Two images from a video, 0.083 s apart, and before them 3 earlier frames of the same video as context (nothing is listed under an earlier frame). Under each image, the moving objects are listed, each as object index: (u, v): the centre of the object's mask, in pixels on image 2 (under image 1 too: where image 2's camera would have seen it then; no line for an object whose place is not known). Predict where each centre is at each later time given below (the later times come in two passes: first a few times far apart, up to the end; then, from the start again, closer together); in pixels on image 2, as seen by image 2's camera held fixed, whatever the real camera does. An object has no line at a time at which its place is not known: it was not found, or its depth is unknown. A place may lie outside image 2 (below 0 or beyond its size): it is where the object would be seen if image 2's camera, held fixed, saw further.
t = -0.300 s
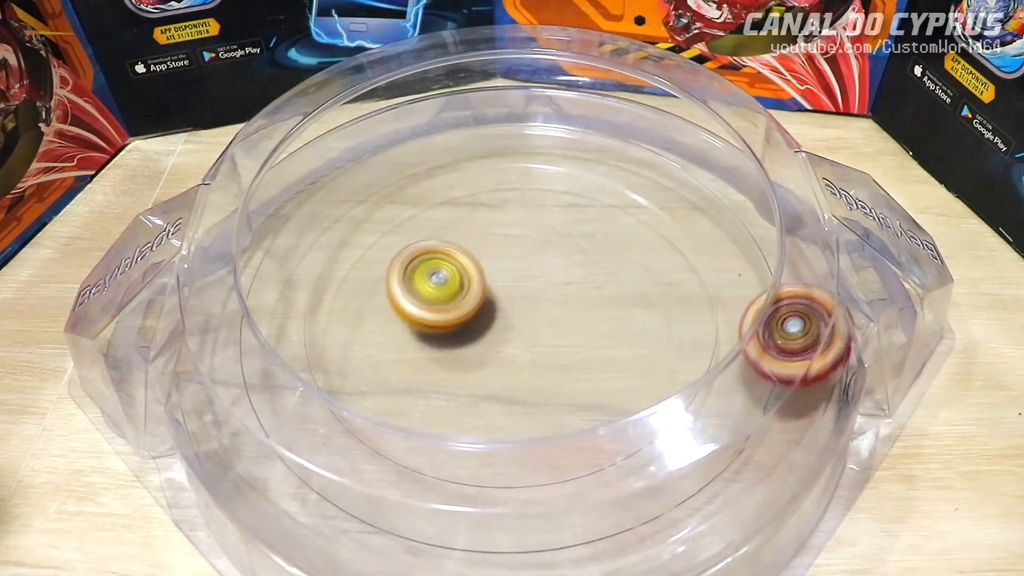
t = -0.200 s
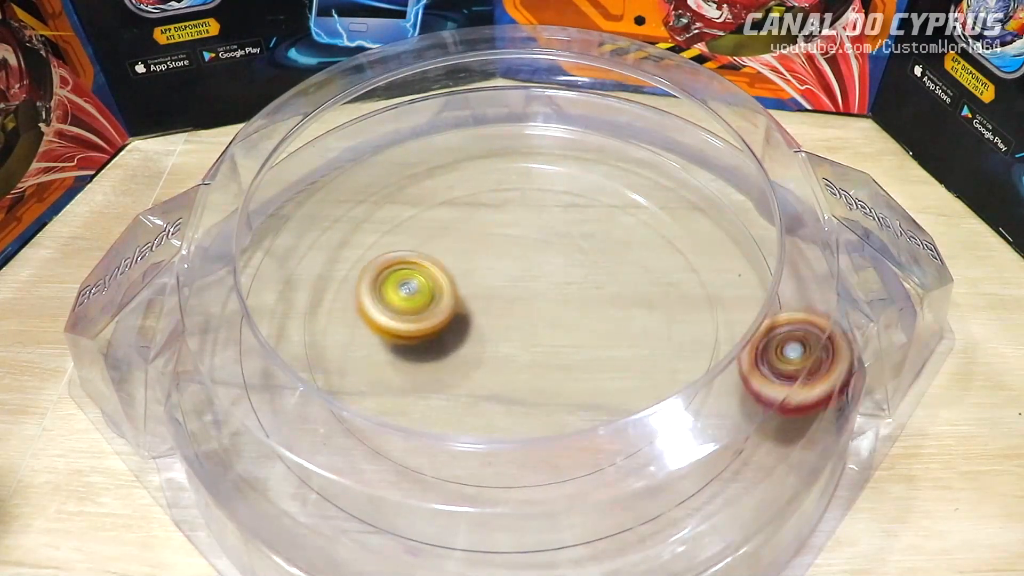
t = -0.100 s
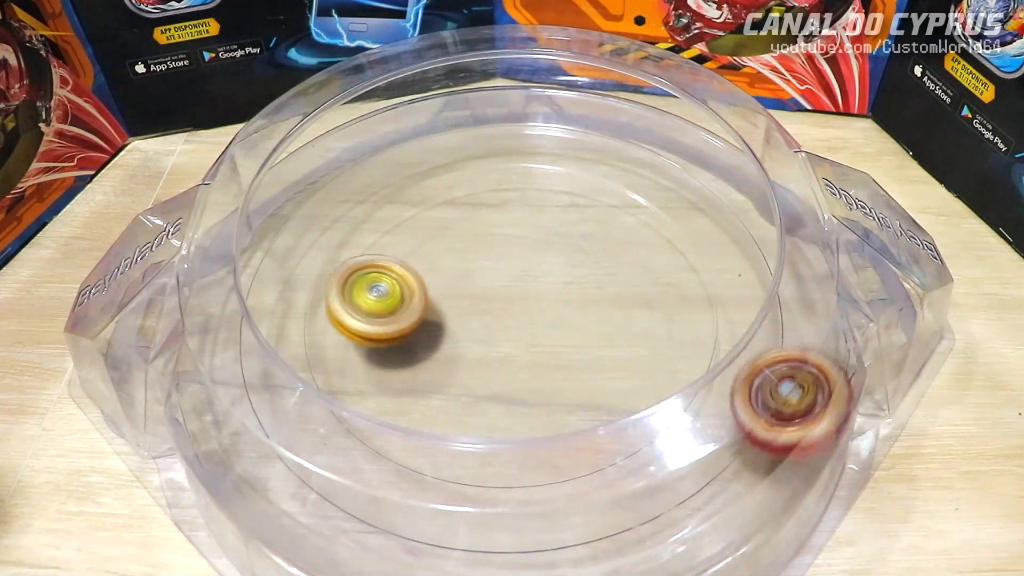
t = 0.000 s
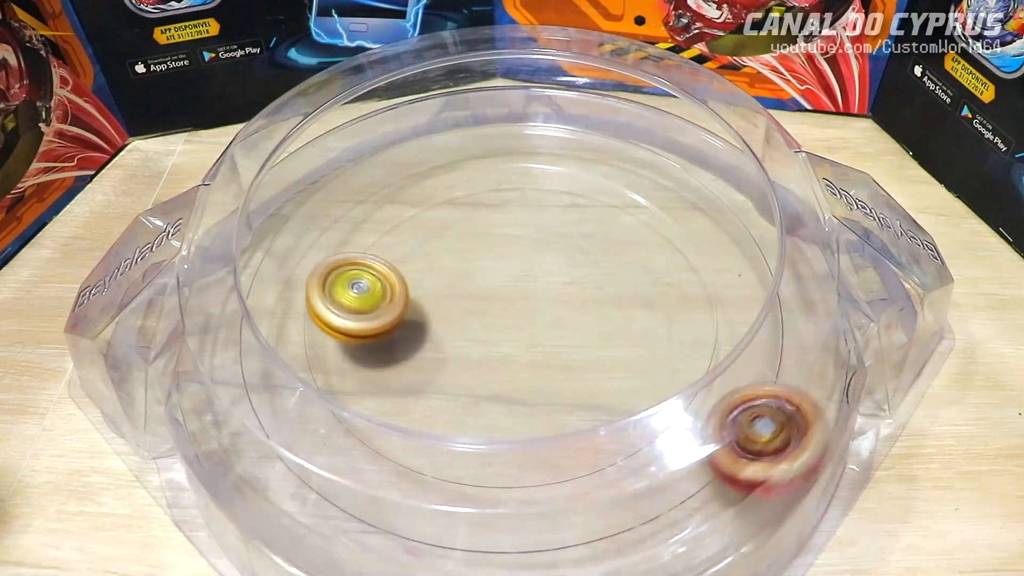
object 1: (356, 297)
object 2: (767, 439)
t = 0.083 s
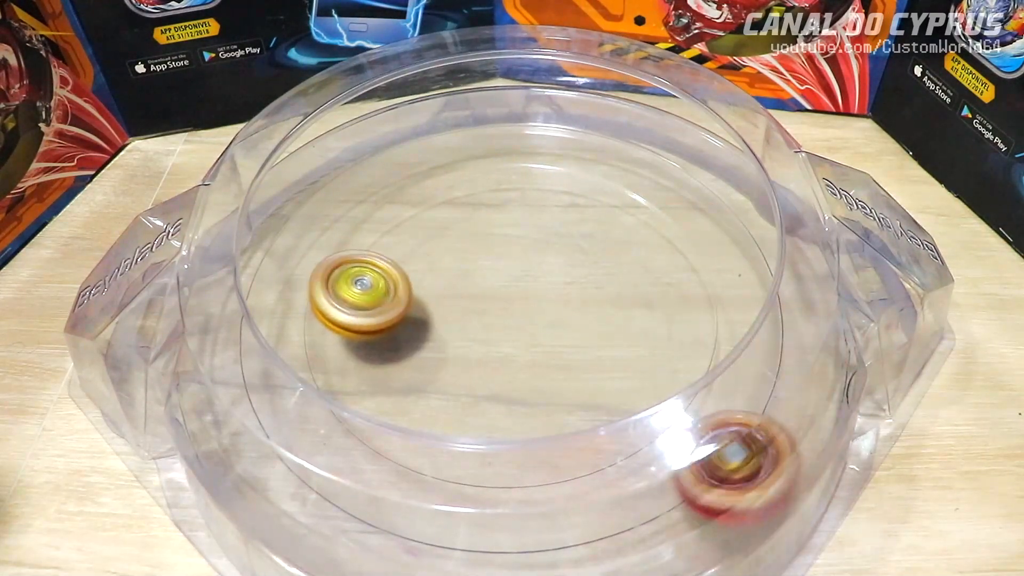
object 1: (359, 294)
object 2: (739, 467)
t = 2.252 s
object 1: (566, 282)
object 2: (467, 302)
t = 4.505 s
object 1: (468, 297)
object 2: (575, 299)
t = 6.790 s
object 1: (459, 315)
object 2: (547, 272)
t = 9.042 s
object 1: (452, 325)
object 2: (546, 292)
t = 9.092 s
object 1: (447, 322)
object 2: (546, 292)
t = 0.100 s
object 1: (362, 294)
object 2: (733, 473)
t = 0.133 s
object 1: (369, 295)
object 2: (718, 484)
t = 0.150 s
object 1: (374, 296)
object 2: (710, 490)
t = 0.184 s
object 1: (384, 297)
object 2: (694, 500)
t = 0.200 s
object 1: (390, 298)
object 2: (686, 506)
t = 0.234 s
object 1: (403, 302)
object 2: (668, 514)
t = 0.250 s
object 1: (409, 304)
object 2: (659, 515)
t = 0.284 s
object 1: (423, 308)
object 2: (641, 521)
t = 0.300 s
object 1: (431, 311)
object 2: (632, 524)
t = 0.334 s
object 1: (445, 316)
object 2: (613, 528)
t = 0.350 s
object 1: (453, 320)
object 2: (605, 529)
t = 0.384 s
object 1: (467, 327)
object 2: (584, 532)
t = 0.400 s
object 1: (473, 330)
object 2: (574, 534)
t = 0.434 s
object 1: (485, 336)
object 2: (555, 535)
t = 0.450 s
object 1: (492, 340)
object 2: (543, 535)
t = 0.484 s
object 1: (502, 346)
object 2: (524, 536)
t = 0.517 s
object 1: (511, 351)
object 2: (501, 536)
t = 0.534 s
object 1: (514, 353)
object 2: (491, 536)
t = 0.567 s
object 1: (519, 355)
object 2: (472, 536)
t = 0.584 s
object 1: (521, 356)
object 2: (460, 535)
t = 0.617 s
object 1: (525, 358)
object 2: (440, 533)
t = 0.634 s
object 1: (526, 358)
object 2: (430, 532)
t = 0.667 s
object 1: (527, 359)
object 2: (409, 530)
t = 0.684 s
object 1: (528, 358)
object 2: (399, 528)
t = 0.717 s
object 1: (528, 358)
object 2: (379, 524)
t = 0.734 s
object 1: (528, 357)
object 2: (371, 521)
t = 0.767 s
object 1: (527, 356)
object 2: (353, 512)
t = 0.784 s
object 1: (526, 355)
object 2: (345, 510)
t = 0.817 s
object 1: (524, 352)
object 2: (329, 499)
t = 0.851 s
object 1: (523, 350)
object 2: (314, 491)
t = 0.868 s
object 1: (523, 348)
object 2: (306, 486)
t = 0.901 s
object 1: (522, 345)
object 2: (292, 476)
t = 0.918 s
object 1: (522, 343)
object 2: (287, 471)
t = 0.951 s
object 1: (523, 339)
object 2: (275, 459)
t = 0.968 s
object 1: (523, 337)
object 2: (269, 454)
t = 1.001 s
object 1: (525, 333)
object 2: (258, 444)
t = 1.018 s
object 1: (527, 330)
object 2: (253, 437)
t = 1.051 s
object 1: (531, 325)
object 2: (244, 426)
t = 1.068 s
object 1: (534, 323)
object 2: (241, 421)
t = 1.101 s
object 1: (540, 318)
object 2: (233, 409)
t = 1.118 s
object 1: (543, 316)
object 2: (231, 402)
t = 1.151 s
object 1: (550, 311)
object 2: (231, 391)
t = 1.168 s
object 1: (554, 309)
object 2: (231, 383)
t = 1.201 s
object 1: (560, 306)
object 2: (230, 370)
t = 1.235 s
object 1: (567, 304)
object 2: (230, 358)
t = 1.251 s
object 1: (569, 303)
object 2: (230, 352)
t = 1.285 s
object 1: (574, 302)
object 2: (230, 340)
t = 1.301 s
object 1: (576, 302)
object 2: (231, 334)
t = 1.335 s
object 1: (578, 303)
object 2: (233, 321)
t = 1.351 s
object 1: (578, 304)
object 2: (234, 315)
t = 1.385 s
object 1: (579, 306)
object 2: (234, 303)
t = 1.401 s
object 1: (579, 307)
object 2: (236, 298)
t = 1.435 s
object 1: (580, 309)
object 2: (240, 290)
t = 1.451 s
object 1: (580, 311)
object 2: (245, 287)
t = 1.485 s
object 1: (579, 314)
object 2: (256, 285)
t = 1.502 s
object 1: (577, 315)
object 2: (262, 283)
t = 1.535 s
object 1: (574, 315)
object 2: (272, 276)
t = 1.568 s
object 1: (570, 314)
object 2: (281, 270)
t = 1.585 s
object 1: (569, 314)
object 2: (286, 264)
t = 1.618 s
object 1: (564, 311)
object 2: (293, 255)
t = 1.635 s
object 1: (562, 309)
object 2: (298, 250)
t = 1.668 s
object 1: (559, 306)
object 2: (307, 241)
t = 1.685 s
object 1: (556, 303)
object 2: (311, 237)
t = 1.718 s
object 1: (554, 299)
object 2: (321, 229)
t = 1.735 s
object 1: (551, 296)
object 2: (326, 225)
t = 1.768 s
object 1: (550, 289)
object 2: (336, 217)
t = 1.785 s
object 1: (549, 285)
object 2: (341, 214)
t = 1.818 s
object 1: (549, 278)
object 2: (352, 213)
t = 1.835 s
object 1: (550, 274)
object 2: (357, 215)
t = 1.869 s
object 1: (553, 268)
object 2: (369, 219)
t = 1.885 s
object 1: (555, 265)
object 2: (374, 221)
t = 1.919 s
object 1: (558, 262)
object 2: (387, 226)
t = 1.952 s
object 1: (561, 262)
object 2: (399, 232)
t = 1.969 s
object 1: (562, 262)
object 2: (405, 236)
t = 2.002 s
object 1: (563, 263)
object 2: (418, 242)
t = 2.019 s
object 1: (563, 264)
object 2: (425, 245)
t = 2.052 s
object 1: (563, 267)
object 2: (438, 252)
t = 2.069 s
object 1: (562, 268)
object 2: (446, 256)
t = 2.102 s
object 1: (559, 271)
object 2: (458, 263)
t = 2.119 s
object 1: (562, 271)
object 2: (459, 267)
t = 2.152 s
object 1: (564, 272)
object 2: (462, 276)
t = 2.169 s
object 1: (566, 274)
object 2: (461, 281)
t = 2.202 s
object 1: (568, 277)
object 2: (460, 290)
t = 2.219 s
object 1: (568, 278)
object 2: (461, 294)
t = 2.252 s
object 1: (566, 282)
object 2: (467, 302)
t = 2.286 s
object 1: (565, 285)
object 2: (465, 312)
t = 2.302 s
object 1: (563, 286)
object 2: (465, 317)
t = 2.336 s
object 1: (558, 288)
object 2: (467, 327)
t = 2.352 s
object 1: (557, 286)
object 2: (469, 333)
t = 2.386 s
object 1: (554, 284)
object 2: (475, 344)
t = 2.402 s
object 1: (552, 283)
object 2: (477, 347)
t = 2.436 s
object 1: (549, 281)
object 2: (489, 354)
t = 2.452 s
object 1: (547, 280)
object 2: (495, 355)
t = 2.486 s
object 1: (543, 278)
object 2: (509, 359)
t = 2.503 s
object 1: (541, 277)
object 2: (517, 360)
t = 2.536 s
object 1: (535, 275)
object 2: (530, 361)
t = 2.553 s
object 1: (533, 274)
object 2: (537, 360)
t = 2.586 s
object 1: (528, 273)
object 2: (549, 358)
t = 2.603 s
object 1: (526, 272)
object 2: (555, 356)
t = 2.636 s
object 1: (522, 270)
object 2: (564, 352)
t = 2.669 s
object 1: (519, 268)
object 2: (573, 347)
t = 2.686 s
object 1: (518, 268)
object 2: (576, 344)
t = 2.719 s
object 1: (516, 266)
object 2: (581, 340)
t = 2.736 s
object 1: (515, 266)
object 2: (583, 337)
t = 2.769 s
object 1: (513, 265)
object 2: (586, 331)
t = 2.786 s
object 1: (513, 264)
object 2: (587, 328)
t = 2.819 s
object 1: (511, 264)
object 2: (588, 323)
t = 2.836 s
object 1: (511, 264)
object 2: (588, 320)
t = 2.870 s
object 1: (509, 264)
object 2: (587, 315)
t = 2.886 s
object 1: (507, 265)
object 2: (587, 313)
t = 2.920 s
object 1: (502, 263)
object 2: (588, 309)
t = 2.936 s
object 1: (500, 263)
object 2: (588, 307)
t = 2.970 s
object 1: (497, 263)
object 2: (586, 303)
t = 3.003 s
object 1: (493, 263)
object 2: (584, 300)
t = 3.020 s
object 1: (491, 263)
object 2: (583, 297)
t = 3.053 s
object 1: (487, 263)
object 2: (581, 294)
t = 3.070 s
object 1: (485, 262)
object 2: (580, 292)
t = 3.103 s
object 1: (482, 263)
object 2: (577, 290)
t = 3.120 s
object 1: (479, 263)
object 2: (575, 290)
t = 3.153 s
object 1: (474, 262)
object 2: (574, 289)
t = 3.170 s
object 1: (471, 261)
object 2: (573, 289)
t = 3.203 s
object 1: (468, 261)
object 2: (570, 288)
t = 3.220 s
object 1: (467, 261)
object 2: (568, 287)
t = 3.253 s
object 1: (466, 260)
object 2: (564, 287)
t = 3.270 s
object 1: (465, 261)
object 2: (561, 287)
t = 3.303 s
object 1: (462, 261)
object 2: (558, 288)
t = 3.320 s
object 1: (461, 262)
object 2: (557, 289)
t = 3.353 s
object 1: (457, 262)
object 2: (553, 291)
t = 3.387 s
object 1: (452, 263)
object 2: (549, 293)
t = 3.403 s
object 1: (450, 263)
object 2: (547, 295)
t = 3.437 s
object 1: (447, 266)
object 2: (543, 297)
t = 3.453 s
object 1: (445, 266)
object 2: (541, 299)
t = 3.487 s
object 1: (442, 268)
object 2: (537, 302)
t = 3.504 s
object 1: (441, 269)
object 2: (535, 304)
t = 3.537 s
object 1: (439, 271)
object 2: (532, 307)
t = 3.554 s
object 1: (438, 272)
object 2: (531, 310)
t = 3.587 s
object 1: (434, 273)
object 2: (531, 314)
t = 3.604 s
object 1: (432, 274)
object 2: (531, 316)
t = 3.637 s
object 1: (431, 275)
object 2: (529, 320)
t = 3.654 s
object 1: (430, 276)
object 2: (528, 321)
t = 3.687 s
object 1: (430, 277)
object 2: (527, 324)
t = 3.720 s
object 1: (430, 280)
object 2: (526, 327)
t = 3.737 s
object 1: (430, 281)
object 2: (526, 329)
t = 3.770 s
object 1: (432, 284)
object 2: (525, 331)
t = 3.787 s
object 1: (433, 286)
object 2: (525, 332)
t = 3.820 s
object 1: (435, 290)
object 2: (525, 333)
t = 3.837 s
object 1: (435, 290)
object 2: (526, 335)
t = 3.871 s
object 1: (434, 292)
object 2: (528, 336)
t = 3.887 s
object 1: (435, 293)
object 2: (528, 337)
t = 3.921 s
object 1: (437, 294)
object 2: (529, 338)
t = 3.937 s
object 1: (438, 295)
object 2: (529, 338)
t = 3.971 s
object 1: (439, 296)
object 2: (531, 339)
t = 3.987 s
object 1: (440, 297)
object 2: (531, 340)
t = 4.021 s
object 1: (441, 298)
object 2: (534, 340)
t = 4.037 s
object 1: (442, 298)
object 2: (534, 339)
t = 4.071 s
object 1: (443, 299)
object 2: (538, 338)
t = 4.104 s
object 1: (446, 300)
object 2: (540, 337)
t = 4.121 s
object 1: (446, 300)
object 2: (542, 336)
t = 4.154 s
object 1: (447, 301)
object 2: (545, 334)
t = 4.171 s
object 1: (446, 300)
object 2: (549, 334)
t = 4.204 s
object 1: (446, 299)
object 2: (553, 332)
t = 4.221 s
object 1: (447, 299)
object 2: (554, 330)
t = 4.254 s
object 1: (451, 298)
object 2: (555, 327)
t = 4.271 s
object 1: (452, 298)
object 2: (556, 325)
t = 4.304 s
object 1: (457, 299)
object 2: (557, 321)
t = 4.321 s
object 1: (456, 298)
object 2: (561, 320)
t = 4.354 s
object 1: (455, 296)
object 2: (568, 317)
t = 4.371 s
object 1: (457, 295)
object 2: (569, 316)
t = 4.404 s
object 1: (461, 295)
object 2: (570, 312)
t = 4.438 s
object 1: (465, 295)
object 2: (570, 307)
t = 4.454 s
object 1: (467, 296)
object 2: (570, 305)
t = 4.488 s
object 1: (467, 296)
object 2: (574, 301)
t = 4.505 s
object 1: (468, 297)
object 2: (575, 299)
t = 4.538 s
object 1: (470, 298)
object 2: (574, 294)
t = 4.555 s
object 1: (471, 299)
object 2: (573, 292)
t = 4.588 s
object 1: (471, 301)
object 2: (574, 288)
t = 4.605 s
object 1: (472, 301)
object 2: (573, 286)
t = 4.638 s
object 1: (470, 303)
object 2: (574, 282)
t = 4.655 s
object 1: (469, 304)
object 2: (573, 280)
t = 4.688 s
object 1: (468, 305)
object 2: (571, 277)
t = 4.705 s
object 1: (467, 305)
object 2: (569, 275)
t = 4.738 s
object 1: (467, 306)
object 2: (566, 273)
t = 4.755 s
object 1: (467, 306)
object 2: (563, 272)
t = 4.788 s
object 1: (468, 308)
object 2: (560, 270)
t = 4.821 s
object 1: (467, 309)
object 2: (556, 269)
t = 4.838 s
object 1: (466, 310)
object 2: (555, 268)
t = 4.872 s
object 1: (464, 311)
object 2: (551, 267)
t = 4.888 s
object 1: (463, 312)
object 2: (549, 266)
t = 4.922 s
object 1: (461, 313)
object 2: (546, 266)
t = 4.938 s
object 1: (460, 313)
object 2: (544, 265)
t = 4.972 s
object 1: (458, 314)
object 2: (540, 265)
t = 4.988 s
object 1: (456, 314)
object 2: (539, 265)
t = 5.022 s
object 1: (454, 314)
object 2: (536, 266)
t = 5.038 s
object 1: (453, 315)
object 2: (535, 266)
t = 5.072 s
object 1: (451, 314)
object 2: (532, 266)
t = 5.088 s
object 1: (450, 314)
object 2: (532, 267)
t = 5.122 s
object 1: (448, 314)
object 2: (530, 268)
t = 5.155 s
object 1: (446, 314)
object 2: (529, 268)
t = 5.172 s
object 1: (445, 315)
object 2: (529, 269)
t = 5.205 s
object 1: (444, 315)
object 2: (527, 270)
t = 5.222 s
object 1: (443, 315)
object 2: (528, 271)
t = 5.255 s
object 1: (442, 316)
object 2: (527, 272)
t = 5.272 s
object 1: (442, 317)
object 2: (527, 273)
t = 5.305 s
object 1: (441, 318)
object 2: (526, 274)
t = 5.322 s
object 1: (441, 318)
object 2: (526, 275)
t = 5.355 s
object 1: (441, 320)
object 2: (526, 277)
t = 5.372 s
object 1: (441, 321)
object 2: (526, 277)
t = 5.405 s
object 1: (442, 322)
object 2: (527, 279)
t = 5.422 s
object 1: (442, 323)
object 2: (527, 280)
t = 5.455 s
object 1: (442, 325)
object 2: (528, 281)
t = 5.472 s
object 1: (443, 326)
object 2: (528, 282)
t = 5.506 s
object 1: (444, 327)
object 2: (530, 284)
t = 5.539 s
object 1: (445, 329)
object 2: (531, 286)
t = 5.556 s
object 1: (445, 330)
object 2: (532, 287)
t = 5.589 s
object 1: (446, 331)
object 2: (534, 289)
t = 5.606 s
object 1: (447, 332)
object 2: (535, 290)
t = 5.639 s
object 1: (448, 333)
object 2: (536, 292)
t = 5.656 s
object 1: (449, 333)
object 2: (538, 293)
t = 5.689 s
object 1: (451, 335)
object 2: (539, 294)
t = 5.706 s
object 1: (451, 335)
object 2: (541, 295)
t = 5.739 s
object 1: (452, 336)
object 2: (542, 296)
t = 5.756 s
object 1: (453, 336)
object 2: (543, 296)
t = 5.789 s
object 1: (455, 336)
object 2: (545, 296)
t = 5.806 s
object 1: (455, 337)
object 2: (545, 297)
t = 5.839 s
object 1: (457, 337)
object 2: (547, 297)
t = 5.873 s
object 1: (457, 337)
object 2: (548, 297)
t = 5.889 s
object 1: (458, 337)
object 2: (548, 297)
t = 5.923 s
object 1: (458, 337)
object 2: (550, 298)
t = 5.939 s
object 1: (459, 337)
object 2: (550, 298)
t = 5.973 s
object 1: (459, 336)
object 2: (552, 297)
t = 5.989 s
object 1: (459, 335)
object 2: (552, 298)
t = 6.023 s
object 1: (460, 334)
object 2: (553, 297)
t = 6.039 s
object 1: (460, 333)
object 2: (554, 297)
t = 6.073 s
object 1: (461, 332)
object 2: (555, 296)
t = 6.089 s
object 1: (461, 331)
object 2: (555, 295)
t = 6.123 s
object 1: (462, 330)
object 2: (556, 294)
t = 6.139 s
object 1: (462, 329)
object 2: (556, 294)
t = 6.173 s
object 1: (462, 327)
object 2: (557, 292)
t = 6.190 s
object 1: (462, 326)
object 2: (557, 291)
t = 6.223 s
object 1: (463, 324)
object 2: (557, 289)
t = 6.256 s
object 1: (464, 323)
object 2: (558, 288)
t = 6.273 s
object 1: (464, 322)
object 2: (558, 287)
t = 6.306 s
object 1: (464, 321)
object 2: (558, 285)
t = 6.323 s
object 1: (464, 320)
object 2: (558, 285)
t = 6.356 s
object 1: (464, 319)
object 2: (558, 283)
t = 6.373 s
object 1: (465, 319)
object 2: (557, 282)
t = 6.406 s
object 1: (465, 318)
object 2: (557, 281)
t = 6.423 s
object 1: (465, 318)
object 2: (557, 280)
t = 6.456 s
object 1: (465, 318)
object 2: (556, 278)
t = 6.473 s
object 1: (465, 318)
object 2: (556, 278)
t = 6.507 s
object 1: (465, 318)
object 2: (555, 277)
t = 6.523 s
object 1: (465, 318)
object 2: (556, 276)
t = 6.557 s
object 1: (463, 317)
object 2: (554, 275)
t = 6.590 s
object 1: (463, 317)
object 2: (552, 275)
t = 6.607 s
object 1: (463, 317)
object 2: (552, 274)
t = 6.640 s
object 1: (463, 316)
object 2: (551, 274)
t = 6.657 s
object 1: (463, 317)
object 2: (551, 273)
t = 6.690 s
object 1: (460, 317)
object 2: (552, 272)
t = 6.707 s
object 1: (458, 317)
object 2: (552, 272)
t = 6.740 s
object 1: (457, 317)
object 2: (550, 271)
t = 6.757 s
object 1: (457, 316)
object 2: (549, 271)
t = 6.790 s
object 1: (459, 315)
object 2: (547, 272)
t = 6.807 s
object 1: (460, 316)
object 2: (547, 272)
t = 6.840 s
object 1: (458, 319)
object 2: (550, 270)
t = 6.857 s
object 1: (457, 320)
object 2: (549, 271)
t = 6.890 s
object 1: (455, 320)
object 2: (548, 271)
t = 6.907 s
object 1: (455, 320)
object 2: (548, 271)
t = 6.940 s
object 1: (456, 320)
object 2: (547, 272)
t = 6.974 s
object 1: (458, 319)
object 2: (545, 274)
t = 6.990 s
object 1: (460, 320)
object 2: (545, 274)
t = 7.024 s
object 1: (459, 321)
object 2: (546, 275)
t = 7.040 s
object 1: (459, 322)
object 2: (545, 276)
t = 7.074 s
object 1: (459, 323)
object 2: (545, 277)
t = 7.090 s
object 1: (459, 323)
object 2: (545, 278)
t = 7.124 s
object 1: (458, 324)
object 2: (545, 280)
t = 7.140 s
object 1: (458, 325)
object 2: (546, 281)
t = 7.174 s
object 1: (457, 325)
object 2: (546, 283)
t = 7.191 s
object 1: (456, 326)
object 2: (546, 284)
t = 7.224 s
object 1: (456, 326)
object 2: (546, 285)
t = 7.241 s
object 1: (456, 325)
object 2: (547, 286)
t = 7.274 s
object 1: (453, 325)
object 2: (548, 288)
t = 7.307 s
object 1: (453, 324)
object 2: (548, 289)
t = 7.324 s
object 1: (454, 324)
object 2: (549, 290)
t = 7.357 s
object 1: (455, 323)
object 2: (550, 290)
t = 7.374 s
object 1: (455, 324)
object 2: (551, 290)
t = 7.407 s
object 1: (451, 324)
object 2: (555, 289)
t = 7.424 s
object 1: (450, 323)
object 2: (556, 289)
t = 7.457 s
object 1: (450, 322)
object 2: (556, 290)
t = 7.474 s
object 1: (451, 321)
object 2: (557, 289)
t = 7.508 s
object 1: (454, 319)
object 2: (556, 290)
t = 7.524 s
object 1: (457, 319)
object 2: (555, 290)
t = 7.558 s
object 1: (458, 319)
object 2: (559, 289)
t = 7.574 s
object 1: (459, 319)
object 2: (560, 289)
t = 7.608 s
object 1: (461, 318)
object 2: (561, 288)
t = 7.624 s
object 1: (463, 319)
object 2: (561, 288)
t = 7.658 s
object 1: (465, 319)
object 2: (562, 287)
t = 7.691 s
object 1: (466, 321)
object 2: (564, 286)
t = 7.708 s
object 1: (466, 321)
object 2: (564, 285)
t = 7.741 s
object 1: (467, 323)
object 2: (564, 284)
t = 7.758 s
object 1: (467, 323)
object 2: (564, 284)
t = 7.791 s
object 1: (469, 324)
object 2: (562, 283)
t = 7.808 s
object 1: (471, 324)
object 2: (561, 283)
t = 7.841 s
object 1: (471, 325)
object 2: (561, 282)
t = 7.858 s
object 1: (471, 326)
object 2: (560, 283)
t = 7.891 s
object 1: (471, 327)
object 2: (559, 282)
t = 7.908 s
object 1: (471, 328)
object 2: (558, 282)
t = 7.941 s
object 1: (470, 328)
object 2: (557, 282)
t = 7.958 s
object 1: (469, 328)
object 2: (556, 282)
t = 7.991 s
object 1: (468, 328)
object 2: (555, 282)
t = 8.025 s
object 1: (466, 327)
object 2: (553, 282)
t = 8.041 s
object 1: (466, 326)
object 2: (553, 282)
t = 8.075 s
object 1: (464, 325)
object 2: (553, 282)
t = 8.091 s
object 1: (463, 325)
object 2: (552, 281)
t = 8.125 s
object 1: (462, 323)
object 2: (551, 281)
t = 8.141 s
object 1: (462, 322)
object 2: (551, 281)
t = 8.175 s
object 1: (459, 321)
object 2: (552, 280)
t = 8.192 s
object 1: (459, 320)
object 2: (551, 280)
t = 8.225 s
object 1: (458, 318)
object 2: (552, 278)
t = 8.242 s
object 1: (456, 318)
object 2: (553, 278)
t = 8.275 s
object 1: (455, 316)
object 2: (552, 278)
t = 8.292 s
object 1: (456, 315)
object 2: (552, 277)
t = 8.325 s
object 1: (458, 313)
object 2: (551, 277)
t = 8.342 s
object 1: (456, 314)
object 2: (554, 277)
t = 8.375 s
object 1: (449, 314)
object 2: (562, 272)
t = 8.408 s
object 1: (446, 312)
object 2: (563, 271)
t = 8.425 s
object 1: (446, 311)
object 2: (563, 270)
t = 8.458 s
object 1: (447, 309)
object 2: (563, 268)
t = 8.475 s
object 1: (450, 308)
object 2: (562, 268)
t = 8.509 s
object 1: (456, 307)
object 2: (562, 267)
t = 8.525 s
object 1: (459, 306)
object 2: (562, 267)
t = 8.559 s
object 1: (468, 307)
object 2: (560, 267)
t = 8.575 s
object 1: (469, 310)
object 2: (562, 267)
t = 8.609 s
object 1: (468, 314)
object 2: (566, 266)
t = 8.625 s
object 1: (467, 317)
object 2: (565, 266)
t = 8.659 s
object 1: (467, 320)
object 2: (564, 265)
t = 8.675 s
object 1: (467, 322)
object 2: (564, 266)
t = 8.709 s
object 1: (466, 325)
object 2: (562, 268)
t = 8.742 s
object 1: (466, 327)
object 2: (560, 270)
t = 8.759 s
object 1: (465, 328)
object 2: (559, 271)
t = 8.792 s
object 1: (466, 328)
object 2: (556, 274)
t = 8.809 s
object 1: (468, 328)
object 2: (554, 276)
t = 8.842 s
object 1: (469, 329)
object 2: (553, 279)
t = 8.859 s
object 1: (467, 331)
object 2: (554, 279)
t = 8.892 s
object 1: (463, 331)
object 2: (554, 281)
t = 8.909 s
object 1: (461, 331)
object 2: (552, 282)
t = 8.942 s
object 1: (459, 330)
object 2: (550, 286)
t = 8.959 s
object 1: (458, 328)
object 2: (549, 288)
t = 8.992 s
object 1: (456, 328)
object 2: (548, 289)
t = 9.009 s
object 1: (454, 327)
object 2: (548, 289)
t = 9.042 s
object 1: (452, 325)
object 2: (546, 292)
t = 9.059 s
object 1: (450, 324)
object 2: (546, 291)
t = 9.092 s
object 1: (447, 322)
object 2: (546, 292)
